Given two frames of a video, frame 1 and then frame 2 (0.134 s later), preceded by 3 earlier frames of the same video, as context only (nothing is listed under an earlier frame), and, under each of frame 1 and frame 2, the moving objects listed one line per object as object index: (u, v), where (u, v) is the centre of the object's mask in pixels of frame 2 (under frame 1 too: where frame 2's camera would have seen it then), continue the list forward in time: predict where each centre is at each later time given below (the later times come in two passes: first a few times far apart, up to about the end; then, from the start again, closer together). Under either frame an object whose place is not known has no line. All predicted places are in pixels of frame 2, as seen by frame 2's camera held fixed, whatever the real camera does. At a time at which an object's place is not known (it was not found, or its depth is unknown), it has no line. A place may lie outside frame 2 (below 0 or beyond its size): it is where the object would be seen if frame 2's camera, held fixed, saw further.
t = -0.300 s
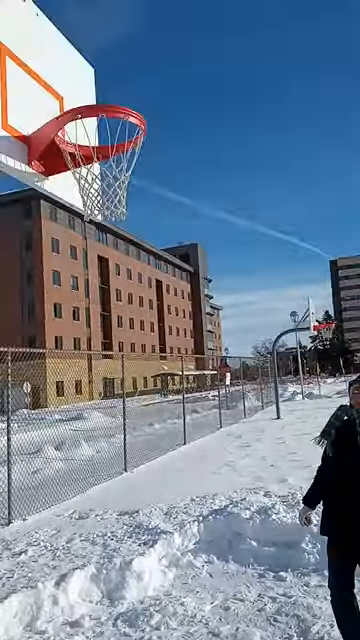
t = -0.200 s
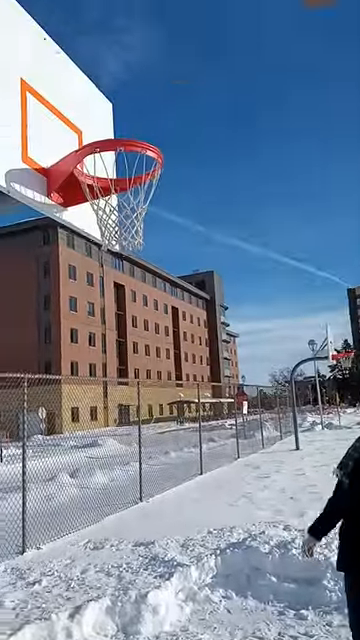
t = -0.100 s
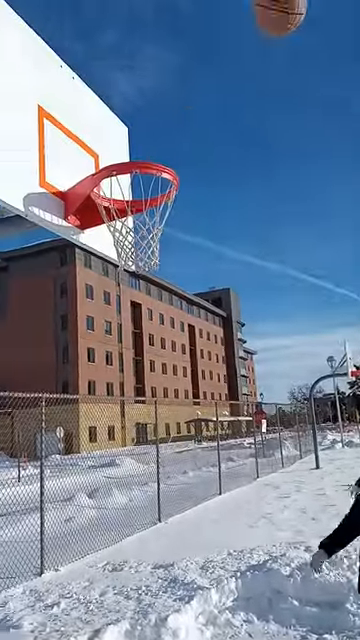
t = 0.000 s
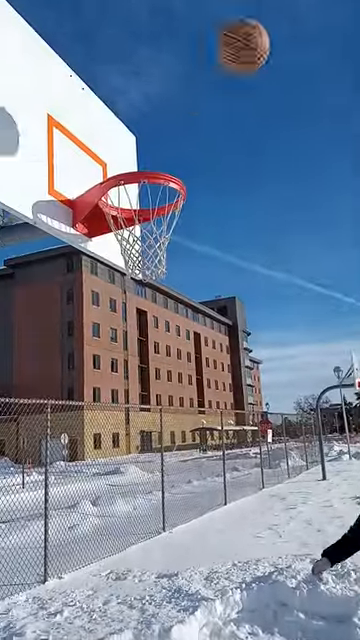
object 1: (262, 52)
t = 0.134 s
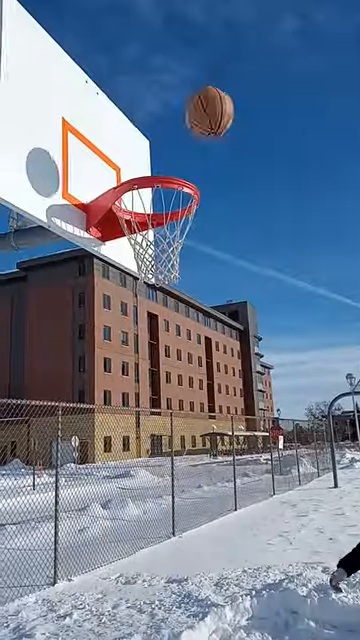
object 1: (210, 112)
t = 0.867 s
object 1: (155, 201)
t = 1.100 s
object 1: (176, 252)
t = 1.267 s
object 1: (158, 303)
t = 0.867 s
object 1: (155, 201)
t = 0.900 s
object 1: (160, 208)
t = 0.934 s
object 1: (167, 219)
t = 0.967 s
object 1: (175, 234)
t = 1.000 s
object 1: (177, 240)
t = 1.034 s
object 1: (178, 245)
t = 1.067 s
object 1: (177, 247)
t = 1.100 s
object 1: (176, 252)
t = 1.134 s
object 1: (177, 263)
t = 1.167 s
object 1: (171, 268)
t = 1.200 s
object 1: (166, 276)
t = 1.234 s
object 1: (163, 289)
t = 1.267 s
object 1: (158, 303)
